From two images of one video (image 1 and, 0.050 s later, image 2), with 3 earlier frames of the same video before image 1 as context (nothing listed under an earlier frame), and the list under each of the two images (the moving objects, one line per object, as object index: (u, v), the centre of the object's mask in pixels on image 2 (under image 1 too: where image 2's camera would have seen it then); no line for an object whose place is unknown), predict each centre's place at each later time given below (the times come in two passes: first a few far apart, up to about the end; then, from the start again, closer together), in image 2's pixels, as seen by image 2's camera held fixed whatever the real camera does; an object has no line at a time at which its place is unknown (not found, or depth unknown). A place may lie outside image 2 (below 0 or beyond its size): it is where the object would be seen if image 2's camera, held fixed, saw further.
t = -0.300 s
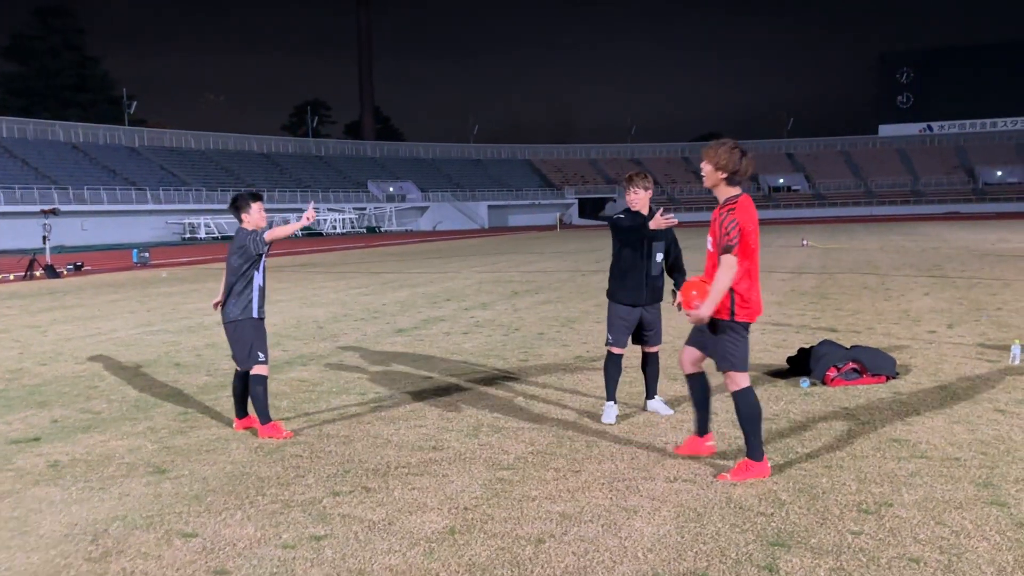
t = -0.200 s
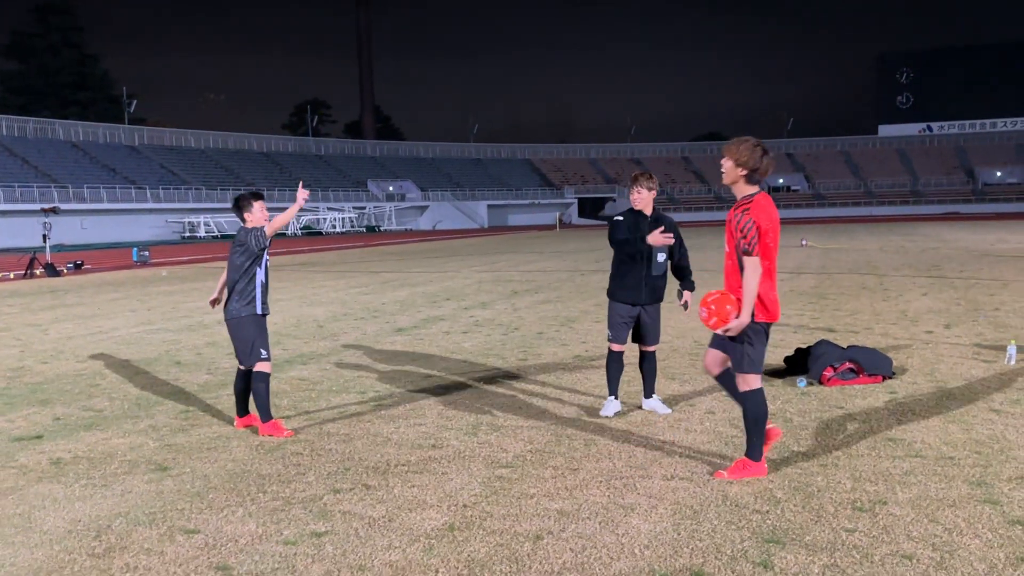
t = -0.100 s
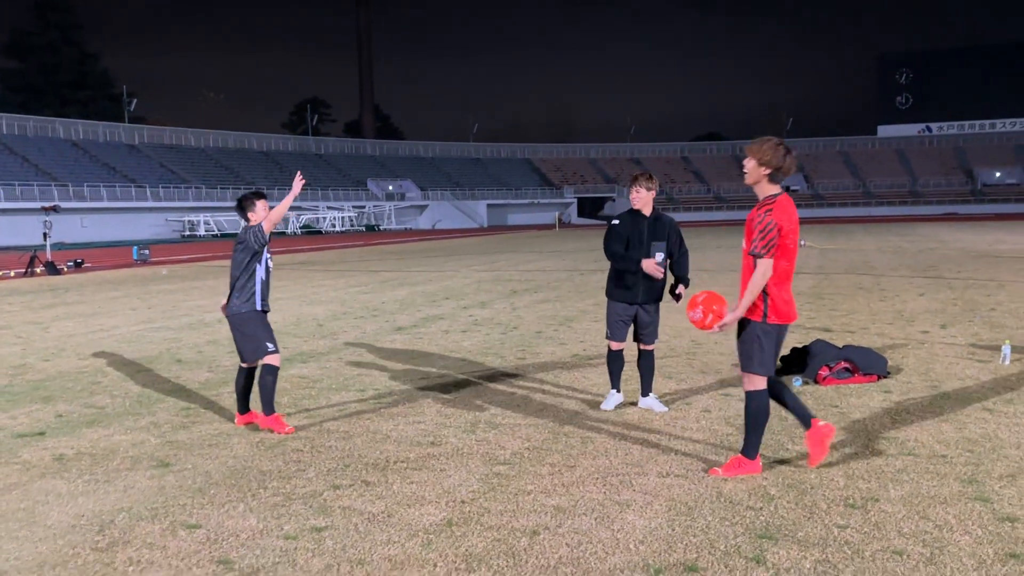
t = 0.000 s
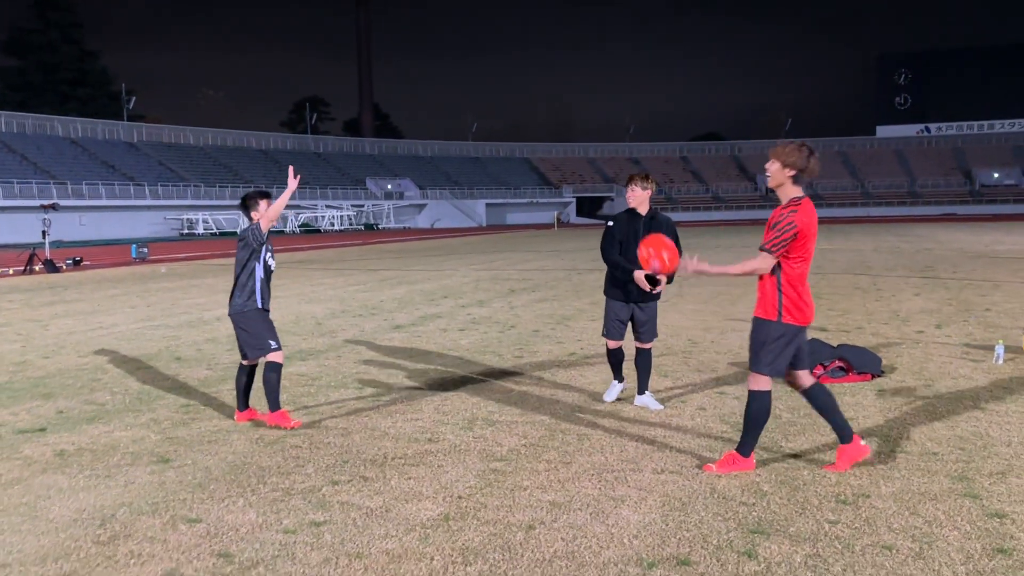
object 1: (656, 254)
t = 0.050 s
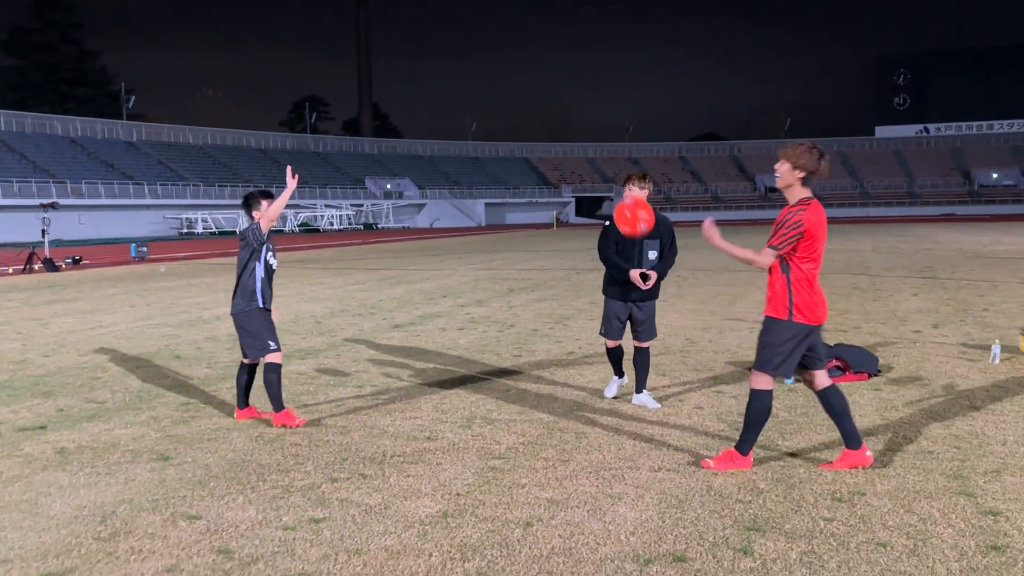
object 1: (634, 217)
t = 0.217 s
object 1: (561, 128)
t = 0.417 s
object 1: (482, 93)
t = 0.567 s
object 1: (425, 111)
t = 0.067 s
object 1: (626, 205)
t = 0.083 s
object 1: (619, 194)
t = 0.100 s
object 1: (611, 183)
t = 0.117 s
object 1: (605, 174)
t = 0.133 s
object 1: (597, 165)
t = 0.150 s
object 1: (590, 157)
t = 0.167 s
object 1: (583, 148)
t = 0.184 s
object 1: (576, 141)
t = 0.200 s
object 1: (569, 134)
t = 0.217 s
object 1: (561, 128)
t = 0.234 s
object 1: (554, 123)
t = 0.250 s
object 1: (548, 118)
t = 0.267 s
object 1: (541, 113)
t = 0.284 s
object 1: (534, 109)
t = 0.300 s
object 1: (528, 105)
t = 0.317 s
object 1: (521, 102)
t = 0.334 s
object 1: (514, 99)
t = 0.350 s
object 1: (508, 97)
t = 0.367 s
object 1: (501, 95)
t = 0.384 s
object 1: (495, 94)
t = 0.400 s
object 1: (488, 93)
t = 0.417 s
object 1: (482, 93)
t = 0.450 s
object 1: (468, 94)
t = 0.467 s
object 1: (462, 95)
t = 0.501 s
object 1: (449, 99)
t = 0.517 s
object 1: (443, 102)
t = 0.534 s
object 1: (436, 105)
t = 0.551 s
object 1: (431, 108)
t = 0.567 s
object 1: (425, 111)
